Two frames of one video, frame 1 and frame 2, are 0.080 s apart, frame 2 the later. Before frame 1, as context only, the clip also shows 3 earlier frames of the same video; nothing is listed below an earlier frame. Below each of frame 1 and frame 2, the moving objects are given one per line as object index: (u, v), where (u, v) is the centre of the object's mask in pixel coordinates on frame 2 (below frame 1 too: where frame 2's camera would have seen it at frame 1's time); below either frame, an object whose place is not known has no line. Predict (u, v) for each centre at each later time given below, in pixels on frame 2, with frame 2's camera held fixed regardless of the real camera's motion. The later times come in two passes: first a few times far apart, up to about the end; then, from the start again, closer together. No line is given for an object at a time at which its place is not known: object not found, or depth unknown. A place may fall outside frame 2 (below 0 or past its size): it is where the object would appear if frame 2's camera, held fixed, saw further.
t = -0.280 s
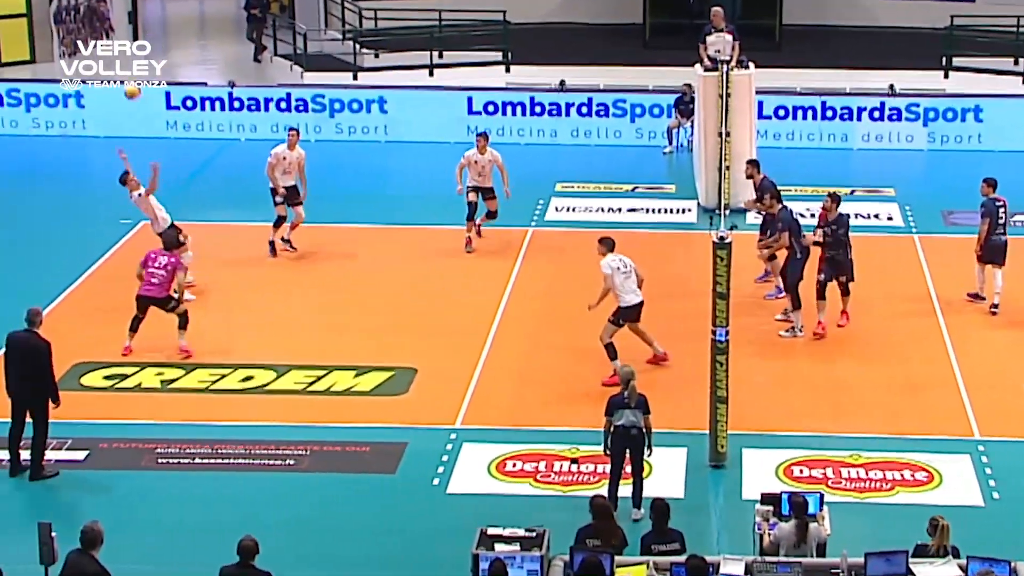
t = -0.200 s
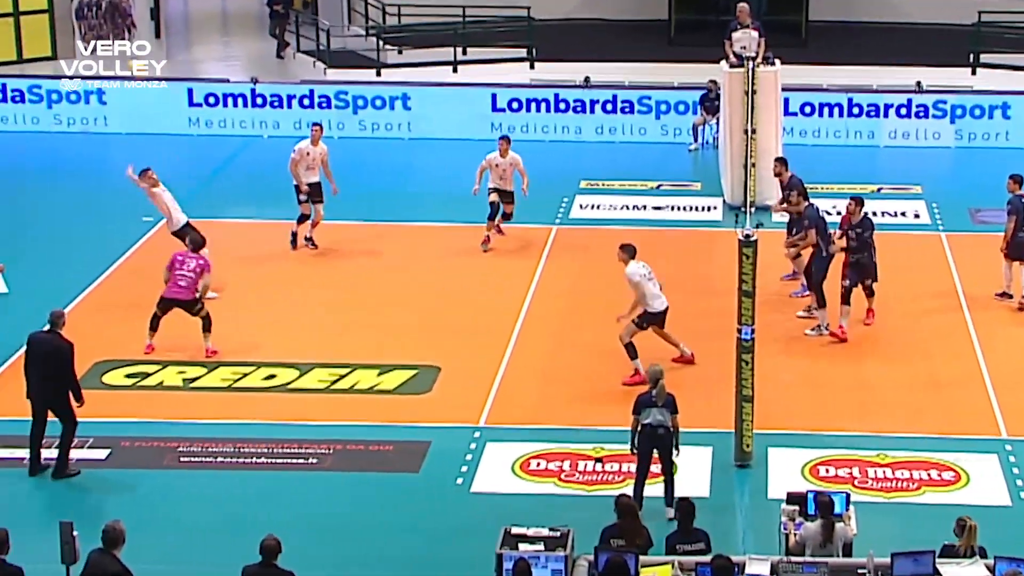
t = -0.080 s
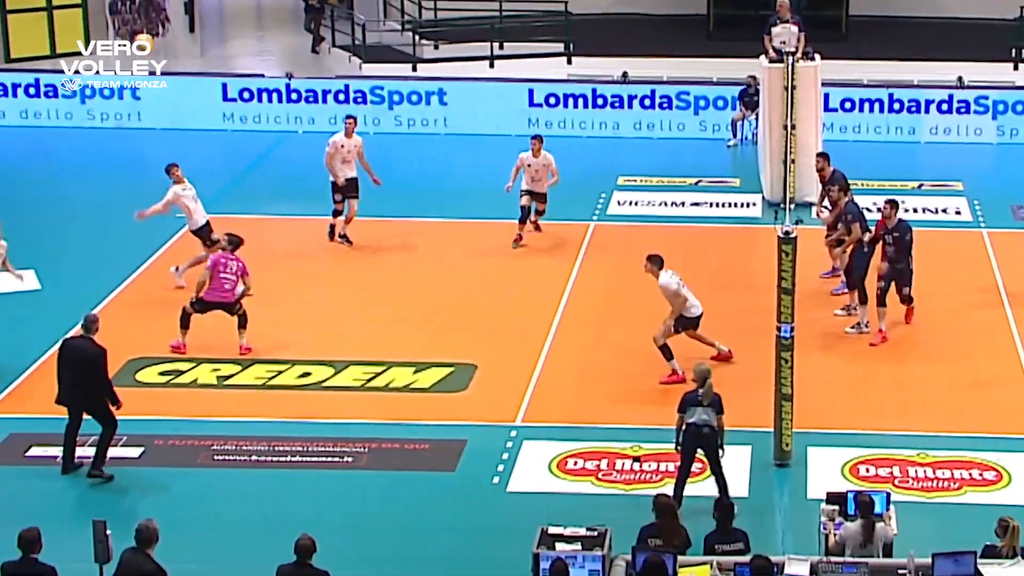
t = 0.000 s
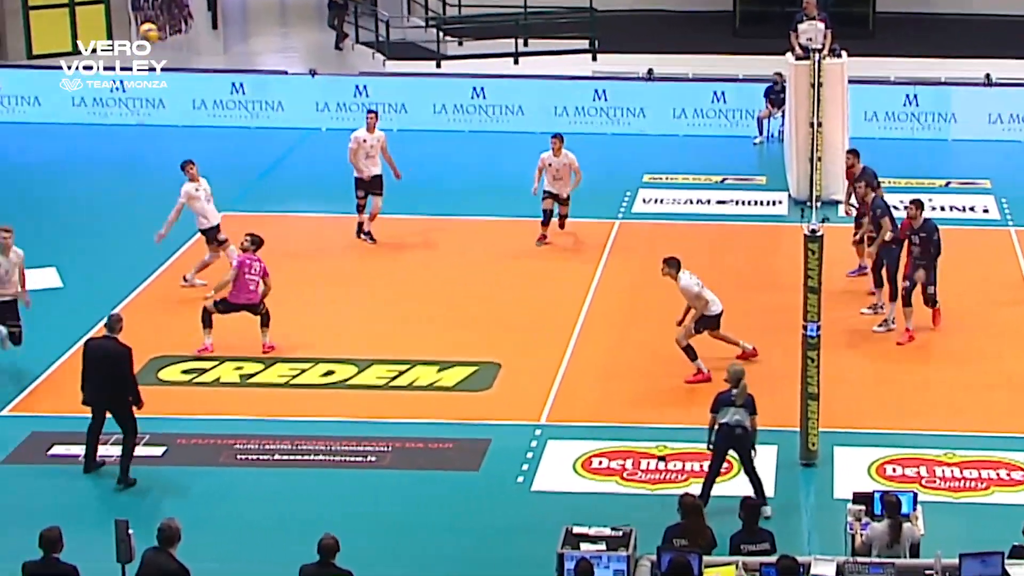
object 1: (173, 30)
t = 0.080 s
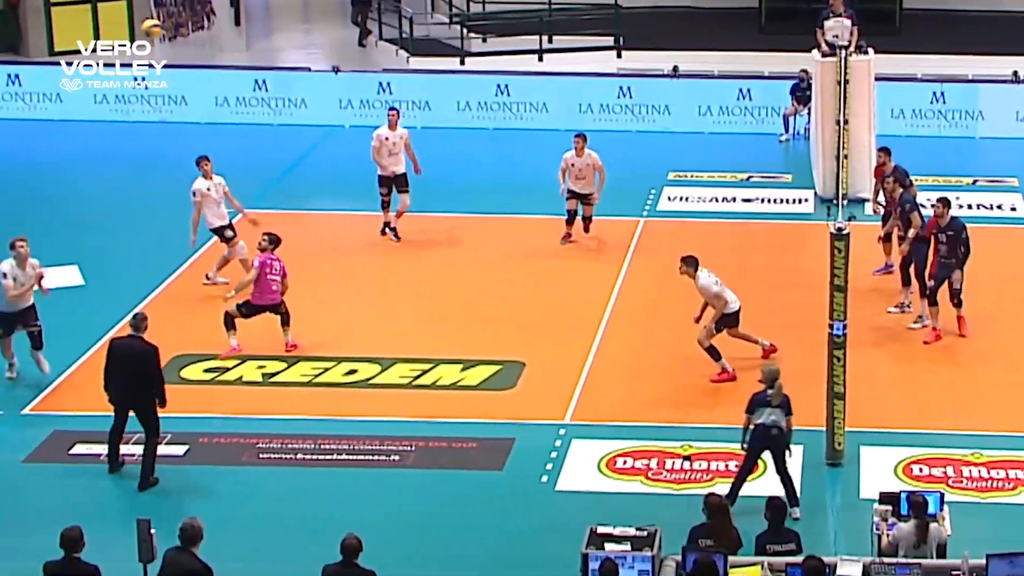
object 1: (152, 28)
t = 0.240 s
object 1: (109, 42)
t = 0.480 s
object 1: (43, 118)
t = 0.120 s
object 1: (141, 28)
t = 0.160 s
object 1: (130, 33)
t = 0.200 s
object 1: (119, 37)
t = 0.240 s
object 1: (109, 42)
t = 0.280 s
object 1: (99, 50)
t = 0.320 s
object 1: (88, 59)
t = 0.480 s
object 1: (43, 118)
